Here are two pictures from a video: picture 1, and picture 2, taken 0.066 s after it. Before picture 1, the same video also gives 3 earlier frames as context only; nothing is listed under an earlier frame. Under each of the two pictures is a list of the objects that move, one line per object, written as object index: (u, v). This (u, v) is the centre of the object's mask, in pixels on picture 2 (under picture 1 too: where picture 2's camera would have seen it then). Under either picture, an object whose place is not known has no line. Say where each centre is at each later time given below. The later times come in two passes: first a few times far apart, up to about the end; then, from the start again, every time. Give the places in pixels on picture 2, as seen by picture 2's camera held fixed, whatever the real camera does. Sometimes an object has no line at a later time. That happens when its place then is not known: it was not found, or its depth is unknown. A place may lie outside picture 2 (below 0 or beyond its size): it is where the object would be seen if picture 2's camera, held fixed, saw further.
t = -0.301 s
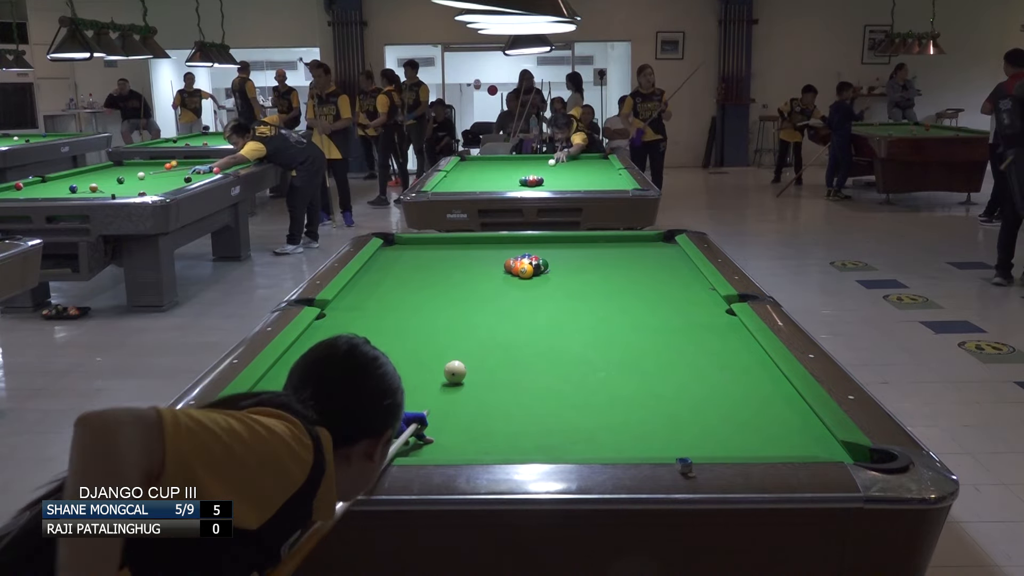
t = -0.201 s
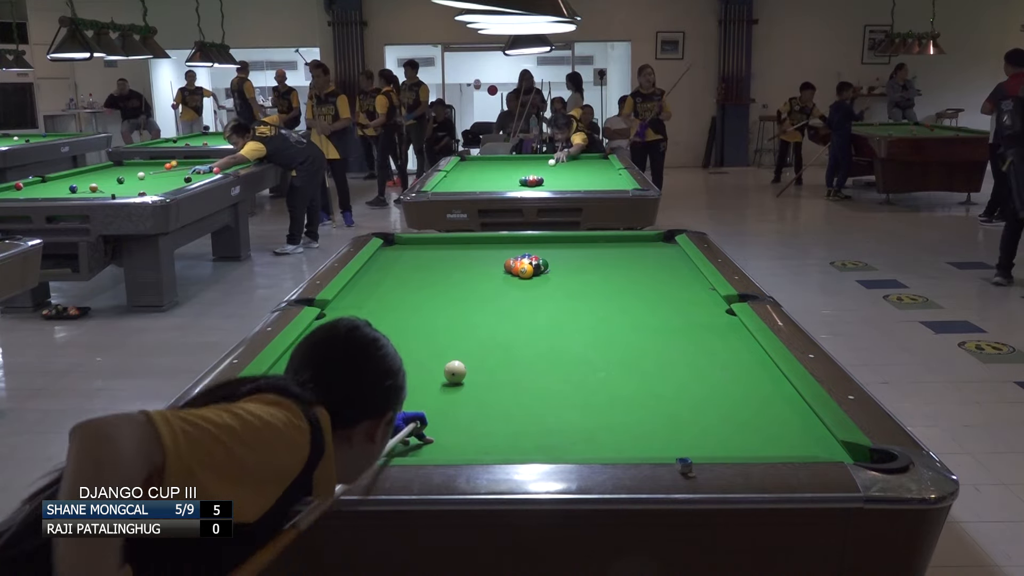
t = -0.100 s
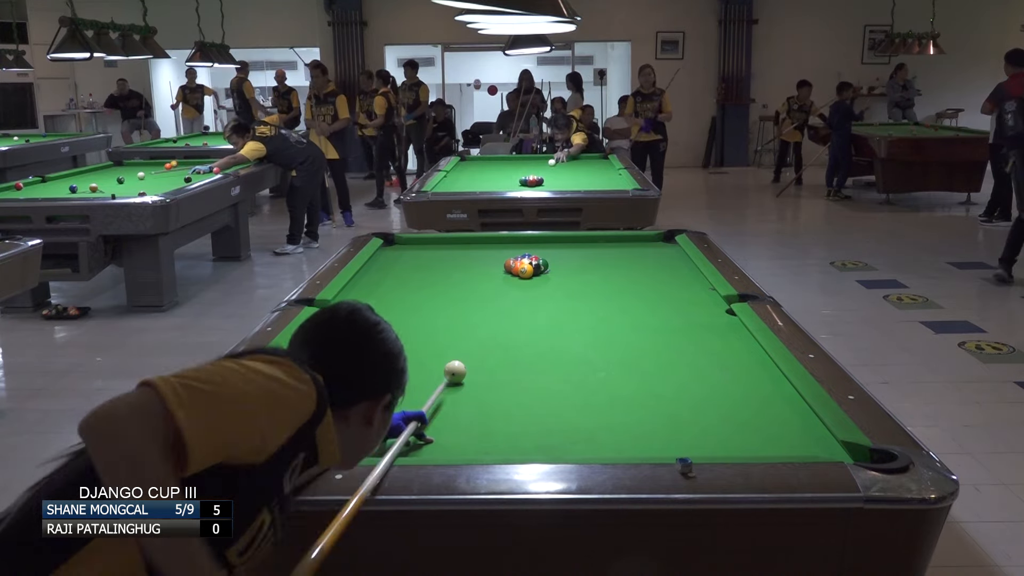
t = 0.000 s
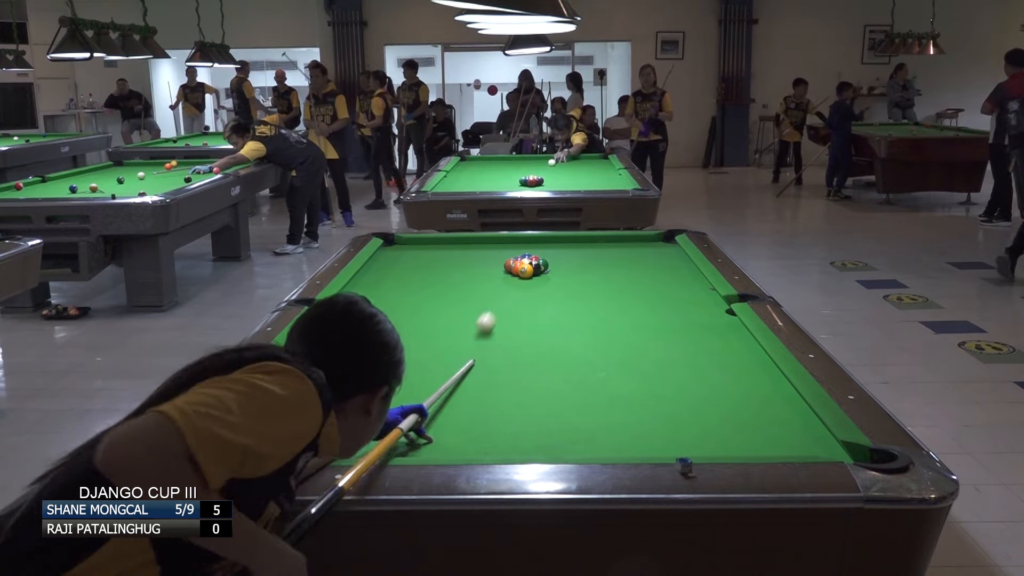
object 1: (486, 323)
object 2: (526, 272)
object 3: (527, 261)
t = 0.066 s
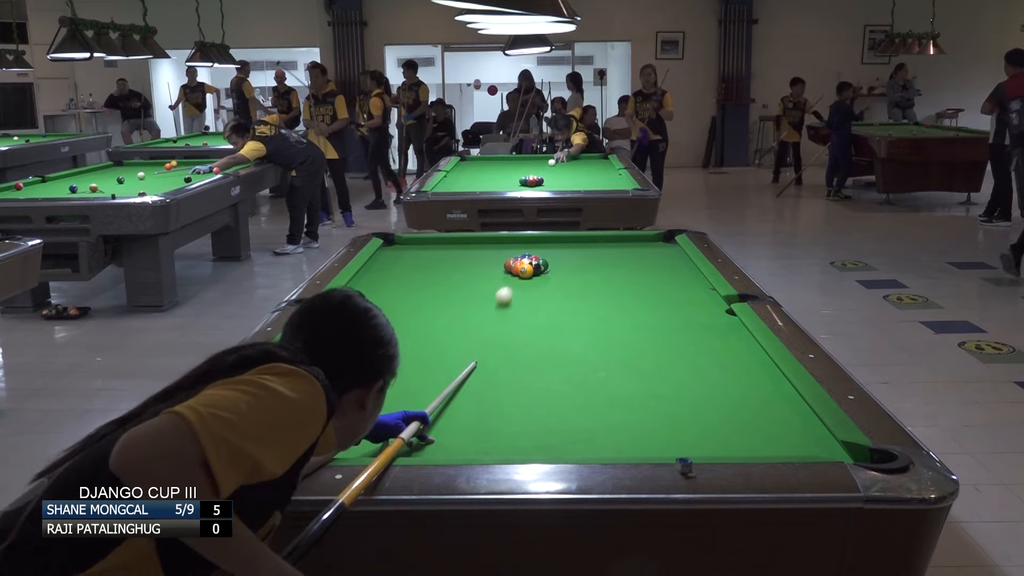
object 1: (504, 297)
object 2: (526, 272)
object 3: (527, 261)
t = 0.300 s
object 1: (458, 273)
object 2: (543, 276)
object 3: (523, 265)
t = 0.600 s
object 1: (373, 263)
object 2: (572, 285)
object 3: (517, 265)
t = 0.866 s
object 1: (422, 251)
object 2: (600, 294)
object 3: (514, 265)
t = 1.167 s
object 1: (467, 241)
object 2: (633, 305)
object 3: (512, 264)
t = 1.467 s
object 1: (513, 241)
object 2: (667, 316)
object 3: (510, 264)
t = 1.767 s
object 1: (560, 243)
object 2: (703, 328)
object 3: (510, 264)
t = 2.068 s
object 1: (606, 245)
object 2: (741, 340)
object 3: (510, 264)
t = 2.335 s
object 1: (647, 247)
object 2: (741, 350)
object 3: (510, 264)
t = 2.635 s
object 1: (667, 250)
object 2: (734, 360)
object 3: (510, 264)
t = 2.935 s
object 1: (649, 254)
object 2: (726, 370)
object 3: (510, 264)
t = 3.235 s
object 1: (631, 258)
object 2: (718, 381)
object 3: (510, 264)
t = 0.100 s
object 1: (512, 285)
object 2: (525, 271)
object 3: (527, 261)
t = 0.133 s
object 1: (518, 275)
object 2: (528, 270)
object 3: (526, 261)
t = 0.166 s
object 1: (508, 274)
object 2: (529, 272)
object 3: (526, 261)
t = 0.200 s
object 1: (495, 273)
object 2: (533, 273)
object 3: (525, 263)
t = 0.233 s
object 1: (482, 273)
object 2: (536, 274)
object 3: (525, 265)
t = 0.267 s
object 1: (470, 273)
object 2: (540, 275)
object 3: (524, 265)
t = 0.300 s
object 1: (458, 273)
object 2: (543, 276)
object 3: (523, 265)
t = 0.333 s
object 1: (447, 272)
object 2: (546, 277)
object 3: (522, 265)
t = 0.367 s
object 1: (435, 271)
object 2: (549, 278)
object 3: (522, 265)
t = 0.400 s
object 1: (425, 270)
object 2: (552, 279)
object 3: (521, 265)
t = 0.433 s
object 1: (415, 269)
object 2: (556, 280)
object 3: (521, 265)
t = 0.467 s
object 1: (405, 268)
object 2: (559, 281)
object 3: (520, 265)
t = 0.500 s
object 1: (396, 267)
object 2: (562, 282)
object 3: (519, 265)
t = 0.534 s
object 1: (387, 266)
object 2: (565, 283)
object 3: (519, 265)
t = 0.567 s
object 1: (379, 264)
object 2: (569, 284)
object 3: (518, 265)
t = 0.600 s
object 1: (373, 263)
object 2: (572, 285)
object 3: (517, 265)
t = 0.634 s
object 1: (379, 262)
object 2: (576, 287)
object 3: (517, 265)
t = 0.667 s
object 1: (387, 260)
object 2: (579, 288)
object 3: (516, 265)
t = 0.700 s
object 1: (393, 259)
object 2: (582, 289)
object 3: (516, 264)
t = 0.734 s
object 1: (400, 257)
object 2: (586, 290)
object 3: (516, 264)
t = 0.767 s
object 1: (406, 256)
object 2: (589, 291)
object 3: (515, 264)
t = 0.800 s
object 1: (411, 254)
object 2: (593, 292)
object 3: (514, 264)
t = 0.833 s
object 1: (417, 252)
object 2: (596, 293)
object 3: (514, 265)
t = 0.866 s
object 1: (422, 251)
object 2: (600, 294)
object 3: (514, 265)
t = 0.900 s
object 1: (427, 249)
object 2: (603, 296)
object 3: (513, 264)
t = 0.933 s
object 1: (432, 248)
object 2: (607, 297)
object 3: (513, 264)
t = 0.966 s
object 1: (437, 246)
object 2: (611, 298)
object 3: (513, 264)
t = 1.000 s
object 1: (442, 245)
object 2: (614, 299)
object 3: (513, 264)
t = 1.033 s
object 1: (447, 243)
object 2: (618, 300)
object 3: (512, 264)
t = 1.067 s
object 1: (452, 242)
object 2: (621, 301)
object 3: (512, 264)
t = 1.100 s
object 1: (457, 242)
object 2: (625, 302)
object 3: (512, 264)
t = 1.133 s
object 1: (462, 242)
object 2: (629, 304)
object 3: (512, 264)
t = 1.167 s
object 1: (467, 241)
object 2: (633, 305)
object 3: (512, 264)
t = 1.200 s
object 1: (471, 240)
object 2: (637, 306)
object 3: (511, 264)
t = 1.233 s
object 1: (477, 239)
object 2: (640, 307)
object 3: (511, 264)
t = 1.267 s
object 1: (482, 239)
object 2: (644, 308)
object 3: (511, 264)
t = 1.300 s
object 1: (487, 240)
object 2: (648, 310)
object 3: (511, 264)
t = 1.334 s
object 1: (492, 240)
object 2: (652, 311)
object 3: (511, 264)
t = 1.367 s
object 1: (497, 240)
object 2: (655, 312)
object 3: (511, 264)
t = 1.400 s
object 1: (502, 240)
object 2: (659, 314)
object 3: (510, 264)
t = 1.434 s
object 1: (507, 241)
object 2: (663, 315)
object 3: (510, 264)
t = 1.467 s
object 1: (513, 241)
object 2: (667, 316)
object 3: (510, 264)
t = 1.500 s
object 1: (518, 241)
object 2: (671, 317)
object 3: (510, 264)
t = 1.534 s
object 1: (523, 241)
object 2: (675, 319)
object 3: (510, 264)
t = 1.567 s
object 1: (528, 242)
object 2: (679, 320)
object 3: (510, 264)
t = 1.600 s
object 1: (534, 242)
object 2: (683, 321)
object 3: (510, 264)
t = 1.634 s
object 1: (539, 242)
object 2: (687, 322)
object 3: (510, 264)
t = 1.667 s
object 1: (544, 242)
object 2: (691, 324)
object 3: (510, 264)
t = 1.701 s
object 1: (549, 243)
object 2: (695, 325)
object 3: (510, 264)
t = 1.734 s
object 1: (554, 243)
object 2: (699, 326)
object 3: (510, 264)
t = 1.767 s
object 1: (560, 243)
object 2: (703, 328)
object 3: (510, 264)
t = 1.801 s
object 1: (565, 243)
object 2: (707, 329)
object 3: (510, 264)
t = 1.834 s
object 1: (570, 243)
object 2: (712, 331)
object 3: (510, 264)
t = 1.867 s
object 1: (575, 244)
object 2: (716, 332)
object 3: (510, 264)
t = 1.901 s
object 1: (580, 244)
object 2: (720, 333)
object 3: (510, 264)
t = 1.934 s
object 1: (585, 244)
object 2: (724, 335)
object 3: (510, 264)
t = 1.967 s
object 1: (591, 244)
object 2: (728, 336)
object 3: (510, 264)
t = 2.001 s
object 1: (596, 245)
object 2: (733, 337)
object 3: (510, 264)
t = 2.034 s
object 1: (601, 245)
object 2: (737, 339)
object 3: (510, 264)
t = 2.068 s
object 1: (606, 245)
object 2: (741, 340)
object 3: (510, 264)
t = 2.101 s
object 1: (612, 245)
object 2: (745, 342)
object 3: (510, 264)
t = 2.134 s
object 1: (617, 245)
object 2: (746, 343)
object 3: (510, 264)
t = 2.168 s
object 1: (621, 246)
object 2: (745, 344)
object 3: (510, 264)
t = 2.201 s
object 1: (627, 246)
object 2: (744, 345)
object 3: (510, 264)
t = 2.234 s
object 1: (632, 246)
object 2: (744, 346)
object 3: (510, 264)
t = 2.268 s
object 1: (637, 246)
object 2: (743, 347)
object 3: (510, 264)
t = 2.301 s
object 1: (642, 246)
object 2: (742, 349)
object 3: (510, 264)
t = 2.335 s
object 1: (647, 247)
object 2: (741, 350)
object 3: (510, 264)
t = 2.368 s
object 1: (653, 247)
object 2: (740, 351)
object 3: (510, 264)
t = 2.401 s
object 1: (658, 247)
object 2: (740, 352)
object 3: (510, 264)
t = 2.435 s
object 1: (663, 247)
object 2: (739, 353)
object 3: (510, 264)
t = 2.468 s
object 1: (668, 248)
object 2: (738, 354)
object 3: (510, 264)
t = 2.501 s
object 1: (673, 248)
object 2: (737, 355)
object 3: (510, 264)
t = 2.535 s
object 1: (673, 248)
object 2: (736, 357)
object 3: (510, 264)
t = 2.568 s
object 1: (671, 249)
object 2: (735, 358)
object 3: (510, 264)
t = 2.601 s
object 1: (668, 249)
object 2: (735, 359)
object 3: (510, 264)
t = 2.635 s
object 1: (667, 250)
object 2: (734, 360)
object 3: (510, 264)
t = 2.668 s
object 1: (664, 250)
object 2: (733, 361)
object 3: (510, 264)
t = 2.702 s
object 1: (663, 251)
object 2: (732, 362)
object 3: (510, 264)
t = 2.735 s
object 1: (661, 251)
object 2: (731, 363)
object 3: (510, 264)
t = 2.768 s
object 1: (659, 252)
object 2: (730, 365)
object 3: (510, 264)
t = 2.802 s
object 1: (657, 252)
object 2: (729, 366)
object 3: (510, 264)
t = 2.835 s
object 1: (655, 253)
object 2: (729, 367)
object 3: (510, 264)
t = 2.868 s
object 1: (653, 253)
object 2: (728, 368)
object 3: (510, 264)
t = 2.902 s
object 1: (651, 253)
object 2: (727, 369)
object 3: (510, 264)
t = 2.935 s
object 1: (649, 254)
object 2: (726, 370)
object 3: (510, 264)
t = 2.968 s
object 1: (647, 254)
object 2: (725, 372)
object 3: (511, 263)
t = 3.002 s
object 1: (645, 255)
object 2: (724, 373)
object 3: (511, 263)
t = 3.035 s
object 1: (643, 255)
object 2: (723, 374)
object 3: (511, 263)
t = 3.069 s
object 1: (641, 256)
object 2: (722, 375)
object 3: (510, 264)
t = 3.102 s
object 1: (639, 256)
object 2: (721, 376)
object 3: (510, 264)
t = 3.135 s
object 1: (637, 257)
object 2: (721, 377)
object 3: (509, 263)
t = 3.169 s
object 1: (635, 257)
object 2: (720, 378)
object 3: (509, 263)
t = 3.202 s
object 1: (633, 258)
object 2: (719, 380)
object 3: (509, 263)
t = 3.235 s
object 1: (631, 258)
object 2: (718, 381)
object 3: (510, 264)
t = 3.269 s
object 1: (629, 258)
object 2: (717, 382)
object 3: (509, 263)
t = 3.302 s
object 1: (627, 259)
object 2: (716, 383)
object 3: (510, 263)
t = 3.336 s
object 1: (625, 259)
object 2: (715, 384)
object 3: (510, 264)
